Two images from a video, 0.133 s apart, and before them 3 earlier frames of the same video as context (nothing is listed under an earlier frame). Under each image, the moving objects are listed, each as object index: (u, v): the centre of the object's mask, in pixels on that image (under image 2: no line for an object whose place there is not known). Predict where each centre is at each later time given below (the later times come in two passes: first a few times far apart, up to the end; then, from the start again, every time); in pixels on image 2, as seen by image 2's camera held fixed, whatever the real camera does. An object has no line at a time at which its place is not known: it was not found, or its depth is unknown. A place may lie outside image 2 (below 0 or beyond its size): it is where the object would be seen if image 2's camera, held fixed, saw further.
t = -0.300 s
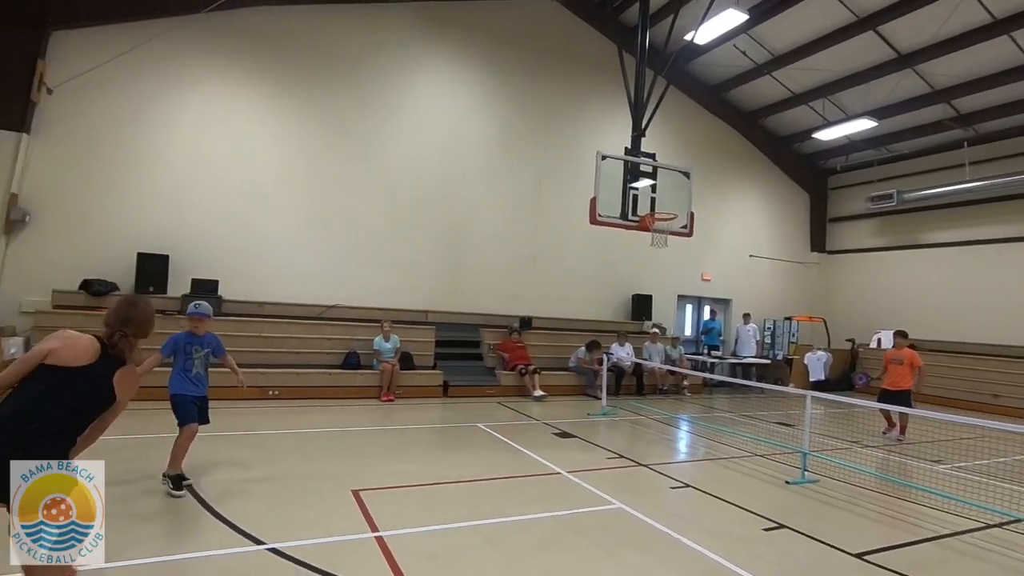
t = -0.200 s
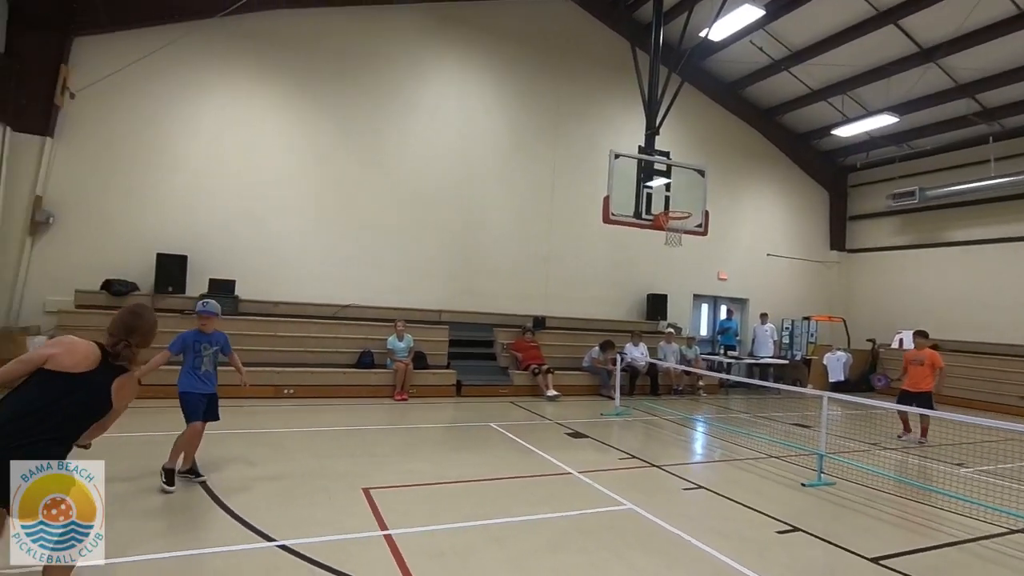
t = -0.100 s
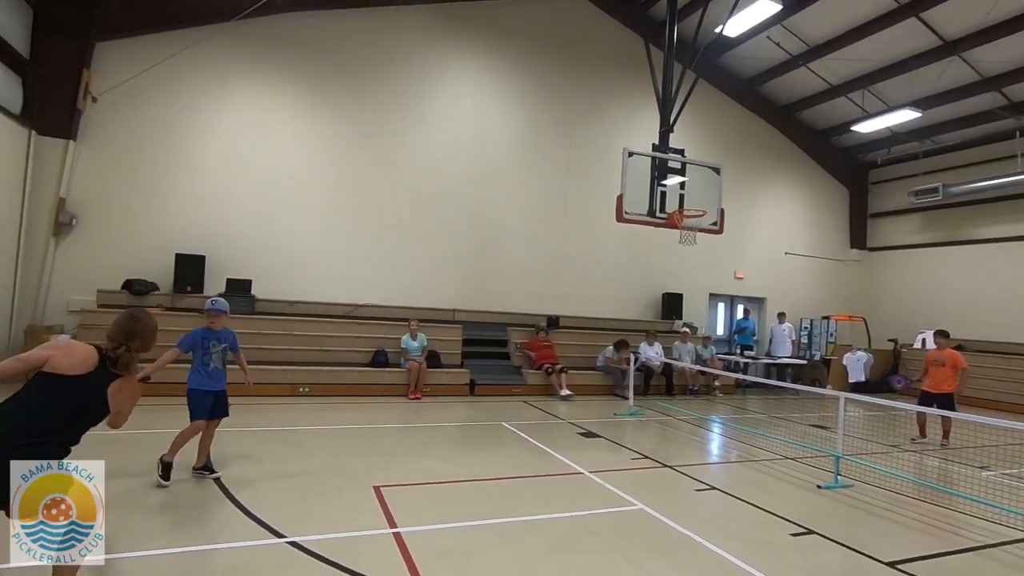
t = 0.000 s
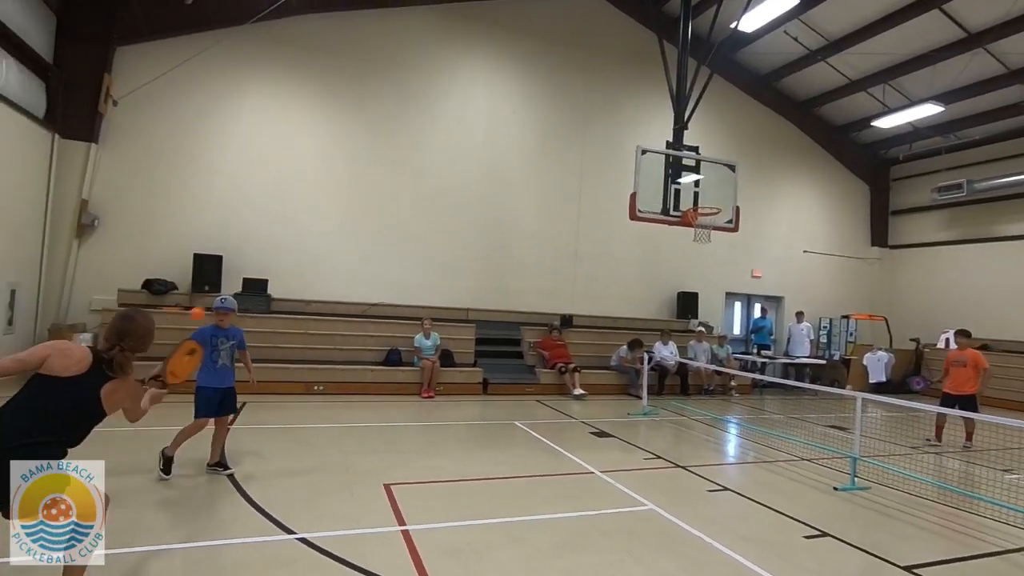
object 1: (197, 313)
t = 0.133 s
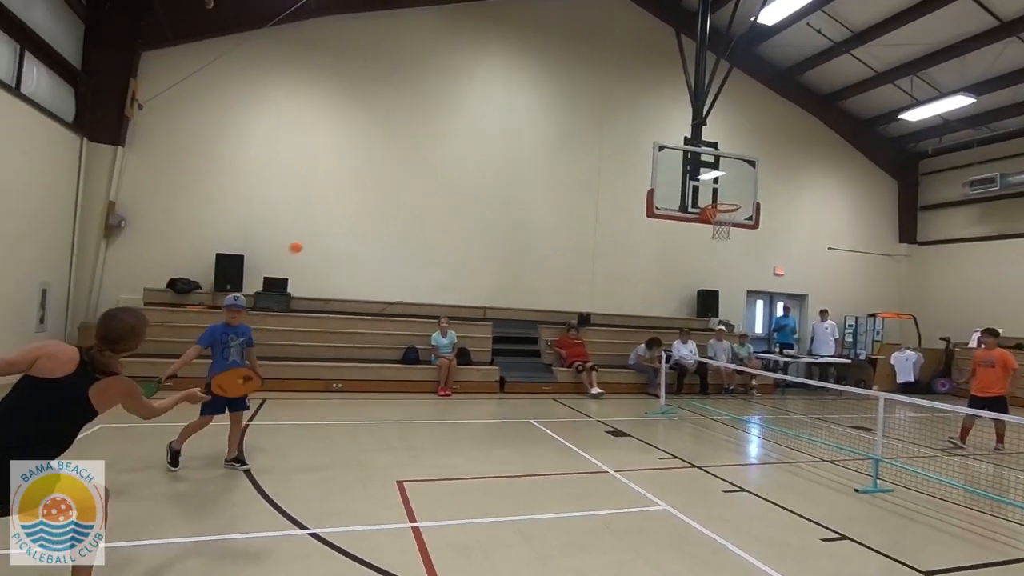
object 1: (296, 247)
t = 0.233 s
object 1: (346, 207)
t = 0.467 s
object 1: (452, 136)
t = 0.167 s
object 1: (313, 233)
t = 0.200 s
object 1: (330, 219)
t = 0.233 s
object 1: (346, 207)
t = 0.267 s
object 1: (363, 195)
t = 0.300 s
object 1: (379, 184)
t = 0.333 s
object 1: (394, 173)
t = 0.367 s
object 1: (409, 163)
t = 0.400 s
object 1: (424, 154)
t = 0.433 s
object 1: (438, 145)
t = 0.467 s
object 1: (452, 136)
